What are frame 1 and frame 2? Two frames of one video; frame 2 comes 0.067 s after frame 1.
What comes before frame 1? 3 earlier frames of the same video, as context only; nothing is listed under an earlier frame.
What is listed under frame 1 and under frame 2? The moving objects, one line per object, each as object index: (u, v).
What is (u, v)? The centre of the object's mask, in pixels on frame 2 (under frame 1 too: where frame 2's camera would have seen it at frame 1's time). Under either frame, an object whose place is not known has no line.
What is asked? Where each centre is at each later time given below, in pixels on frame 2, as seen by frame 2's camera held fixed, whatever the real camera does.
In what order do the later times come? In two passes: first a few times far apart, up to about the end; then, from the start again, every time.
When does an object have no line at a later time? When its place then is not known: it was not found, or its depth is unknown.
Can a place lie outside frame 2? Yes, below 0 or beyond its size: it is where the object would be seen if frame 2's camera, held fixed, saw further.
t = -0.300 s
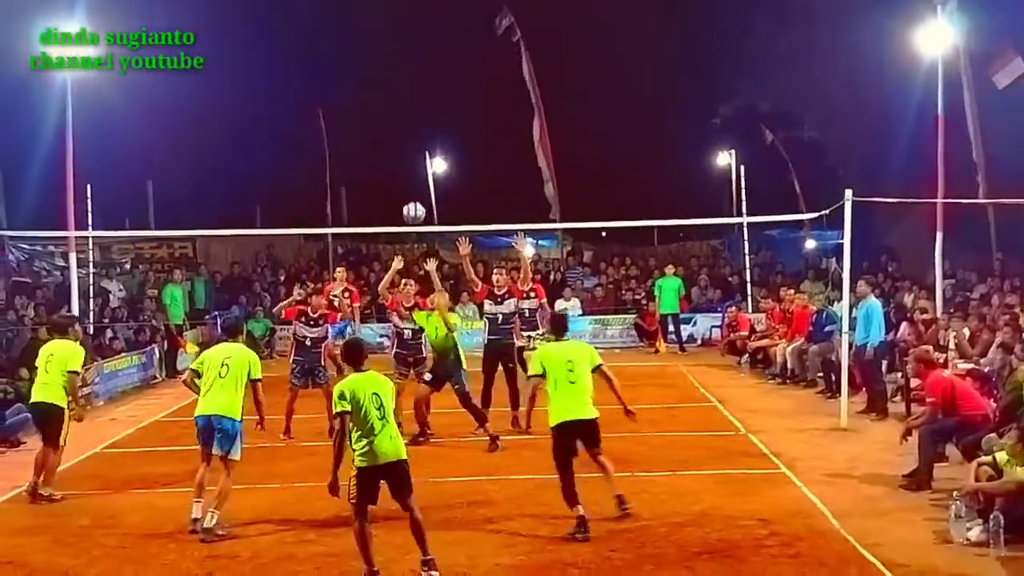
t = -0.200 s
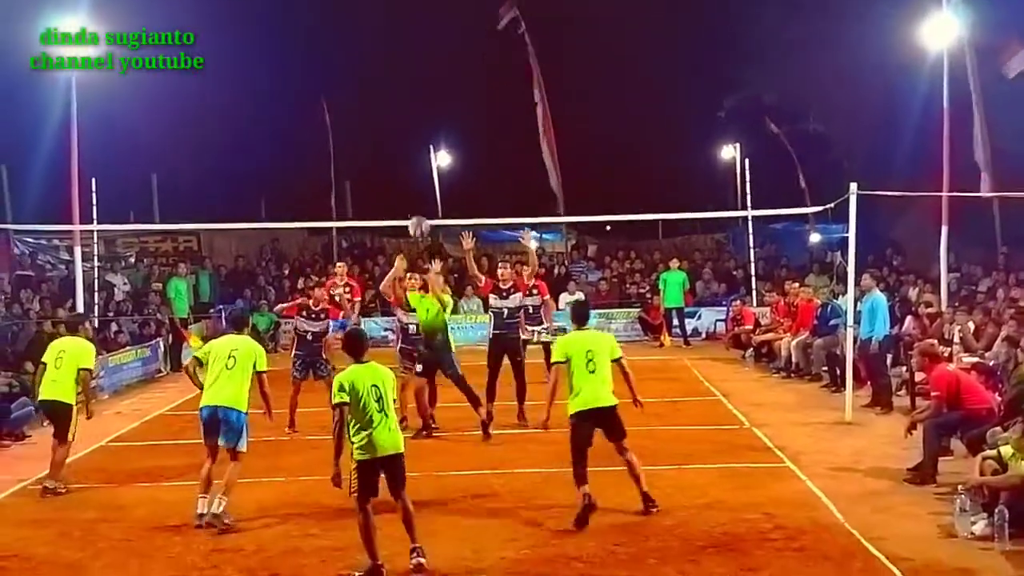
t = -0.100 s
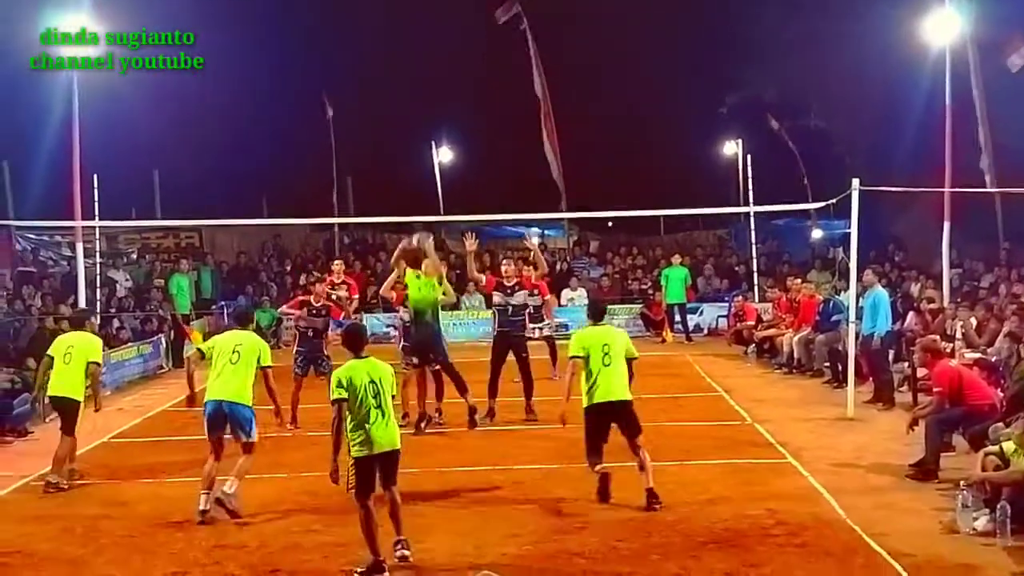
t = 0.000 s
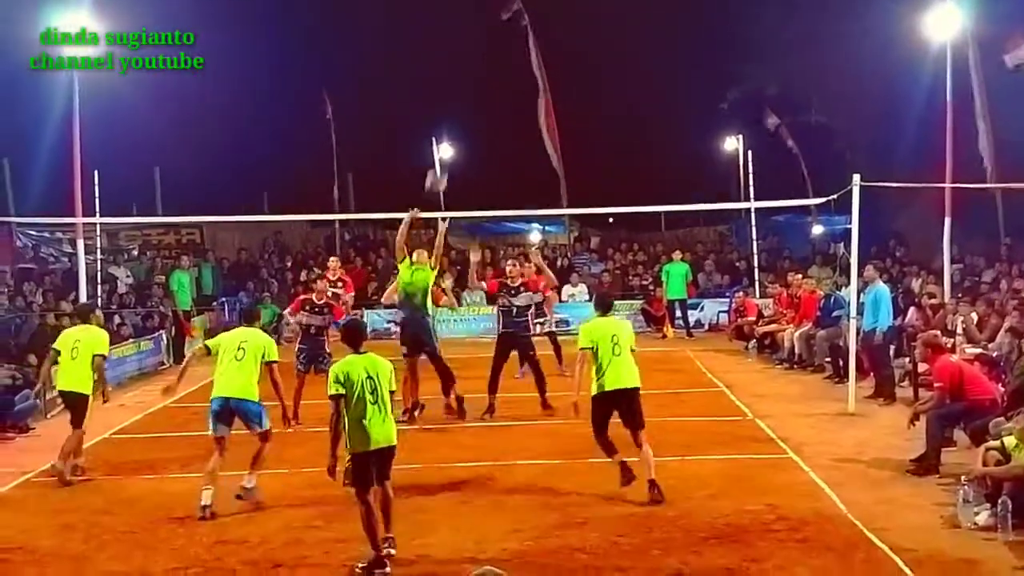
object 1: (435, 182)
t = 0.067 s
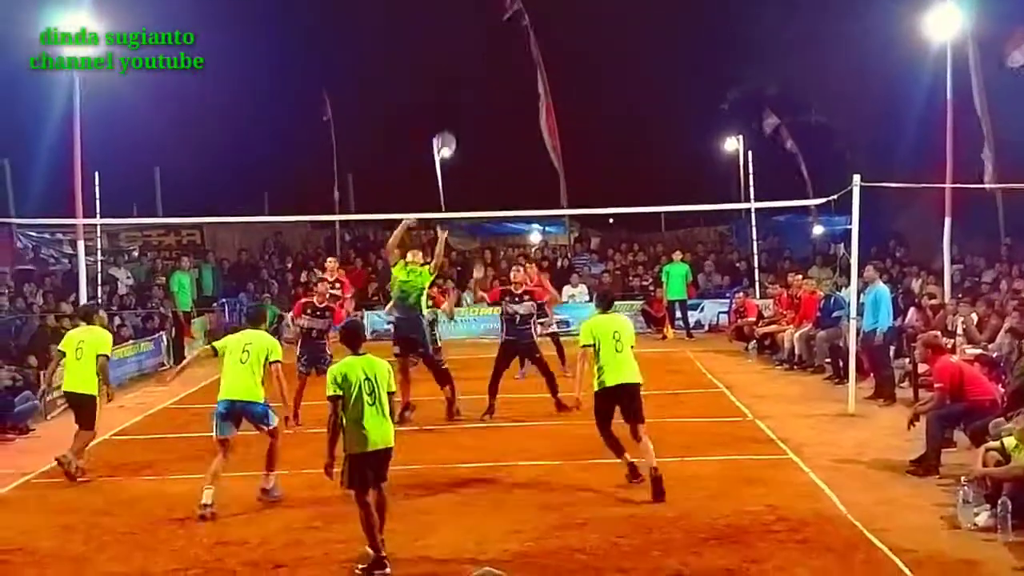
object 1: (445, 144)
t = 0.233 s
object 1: (463, 69)
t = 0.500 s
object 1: (489, 4)
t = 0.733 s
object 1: (511, 7)
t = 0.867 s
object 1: (522, 32)
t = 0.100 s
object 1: (448, 128)
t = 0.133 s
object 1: (452, 111)
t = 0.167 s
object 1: (456, 96)
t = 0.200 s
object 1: (459, 82)
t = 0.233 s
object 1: (463, 69)
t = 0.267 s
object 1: (467, 58)
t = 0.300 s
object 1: (470, 47)
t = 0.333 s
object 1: (473, 37)
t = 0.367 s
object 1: (476, 28)
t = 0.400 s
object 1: (480, 22)
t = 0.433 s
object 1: (483, 15)
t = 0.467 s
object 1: (486, 9)
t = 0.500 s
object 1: (489, 4)
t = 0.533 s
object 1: (492, 2)
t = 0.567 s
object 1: (496, 1)
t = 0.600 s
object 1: (499, 0)
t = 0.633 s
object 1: (502, 0)
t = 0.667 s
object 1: (505, 1)
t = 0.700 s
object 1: (508, 3)
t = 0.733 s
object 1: (511, 7)
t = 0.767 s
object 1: (513, 11)
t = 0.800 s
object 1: (516, 16)
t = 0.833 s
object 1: (519, 24)
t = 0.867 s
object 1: (522, 32)
